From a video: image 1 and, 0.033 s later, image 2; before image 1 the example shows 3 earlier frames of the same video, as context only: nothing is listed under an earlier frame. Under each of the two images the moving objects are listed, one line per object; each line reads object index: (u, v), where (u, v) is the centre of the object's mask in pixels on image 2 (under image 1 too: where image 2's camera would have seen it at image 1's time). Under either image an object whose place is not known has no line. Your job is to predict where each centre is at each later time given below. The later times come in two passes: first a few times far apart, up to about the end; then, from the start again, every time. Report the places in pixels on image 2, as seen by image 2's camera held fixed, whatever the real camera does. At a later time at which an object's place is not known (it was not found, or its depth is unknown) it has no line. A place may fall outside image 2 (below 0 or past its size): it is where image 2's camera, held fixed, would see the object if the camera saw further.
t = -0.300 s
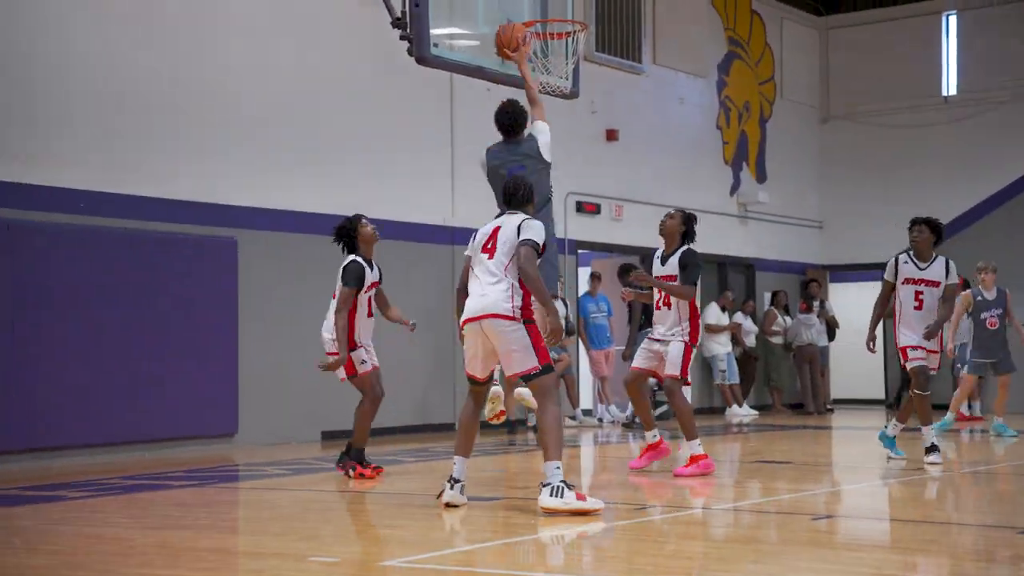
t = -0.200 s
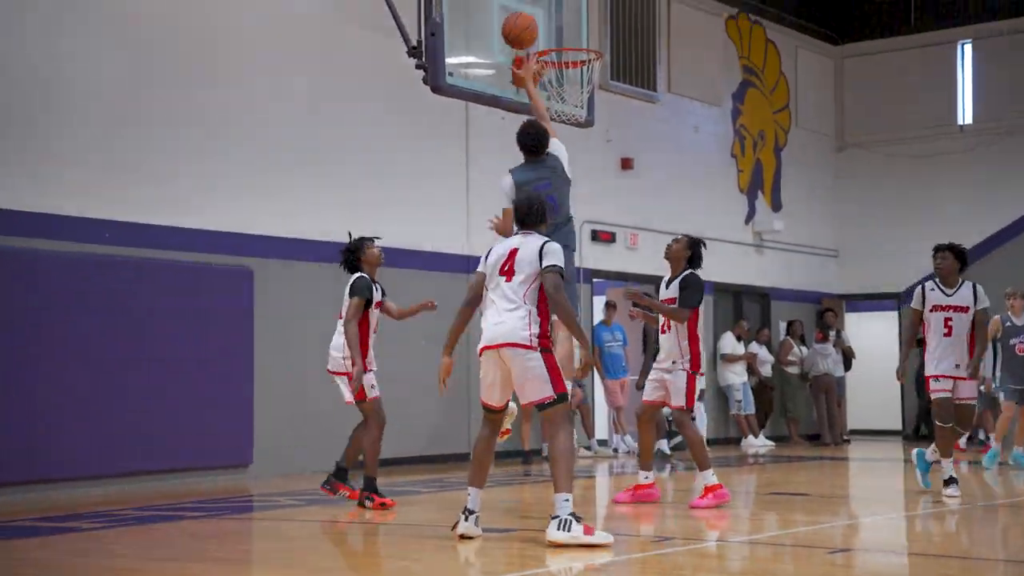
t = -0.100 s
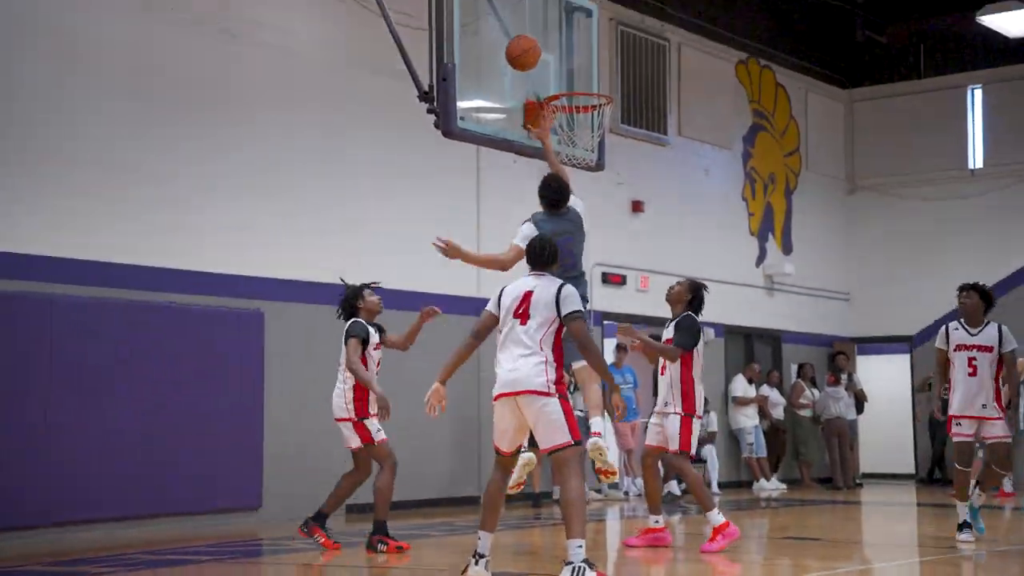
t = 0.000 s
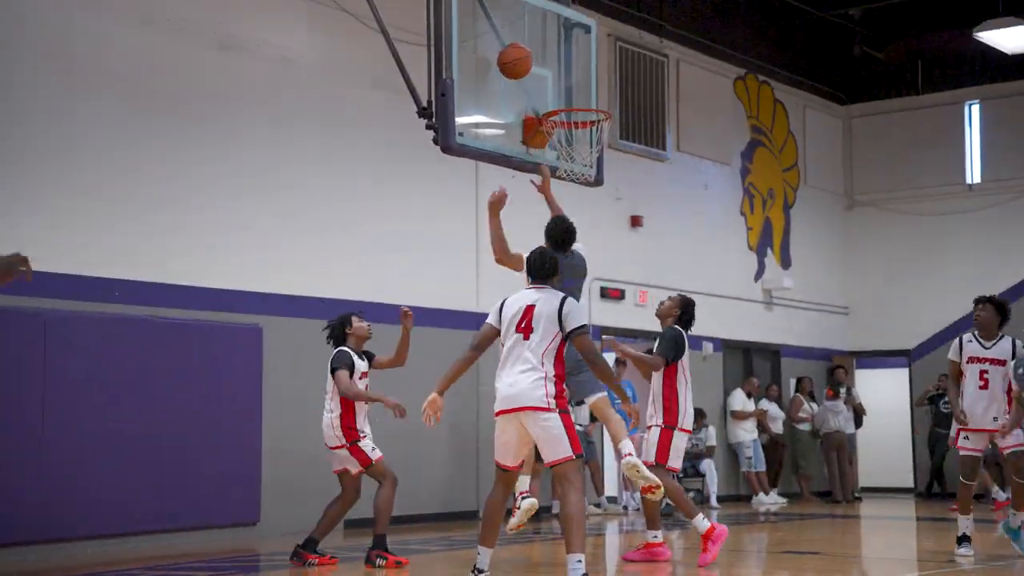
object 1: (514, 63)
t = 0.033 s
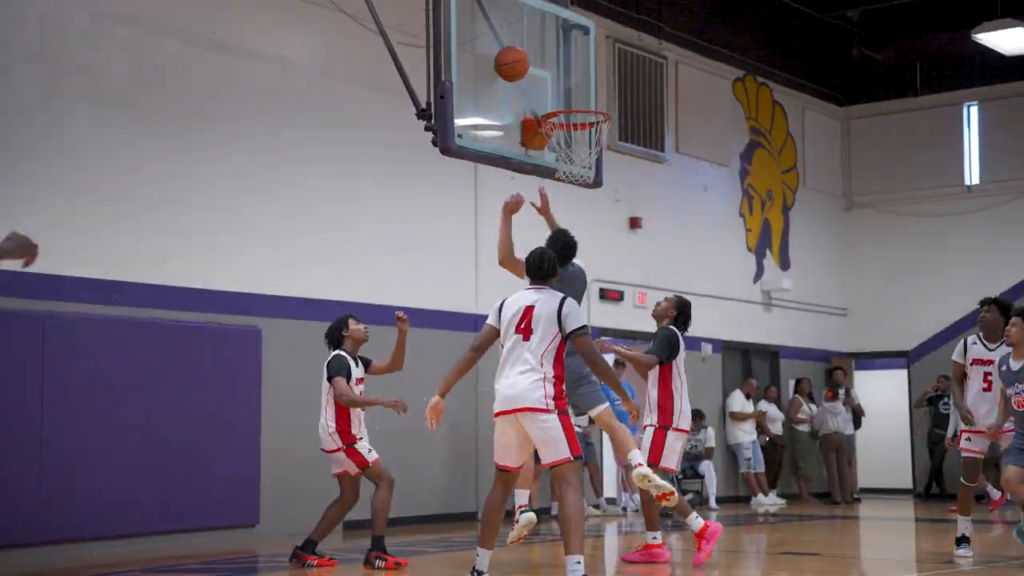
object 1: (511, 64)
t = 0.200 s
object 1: (549, 82)
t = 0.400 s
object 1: (588, 96)
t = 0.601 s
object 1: (594, 95)
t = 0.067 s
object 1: (519, 64)
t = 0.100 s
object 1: (526, 66)
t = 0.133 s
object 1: (534, 70)
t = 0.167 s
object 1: (542, 75)
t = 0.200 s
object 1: (549, 82)
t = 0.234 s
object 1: (557, 90)
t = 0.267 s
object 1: (564, 97)
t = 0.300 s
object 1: (570, 95)
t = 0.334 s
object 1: (576, 94)
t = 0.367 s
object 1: (582, 95)
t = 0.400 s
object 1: (588, 96)
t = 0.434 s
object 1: (595, 101)
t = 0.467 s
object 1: (598, 103)
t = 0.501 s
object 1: (597, 99)
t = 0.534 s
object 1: (596, 96)
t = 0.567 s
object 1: (594, 95)
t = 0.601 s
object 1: (594, 95)
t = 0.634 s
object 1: (593, 96)
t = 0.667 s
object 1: (592, 100)
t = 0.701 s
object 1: (591, 104)
